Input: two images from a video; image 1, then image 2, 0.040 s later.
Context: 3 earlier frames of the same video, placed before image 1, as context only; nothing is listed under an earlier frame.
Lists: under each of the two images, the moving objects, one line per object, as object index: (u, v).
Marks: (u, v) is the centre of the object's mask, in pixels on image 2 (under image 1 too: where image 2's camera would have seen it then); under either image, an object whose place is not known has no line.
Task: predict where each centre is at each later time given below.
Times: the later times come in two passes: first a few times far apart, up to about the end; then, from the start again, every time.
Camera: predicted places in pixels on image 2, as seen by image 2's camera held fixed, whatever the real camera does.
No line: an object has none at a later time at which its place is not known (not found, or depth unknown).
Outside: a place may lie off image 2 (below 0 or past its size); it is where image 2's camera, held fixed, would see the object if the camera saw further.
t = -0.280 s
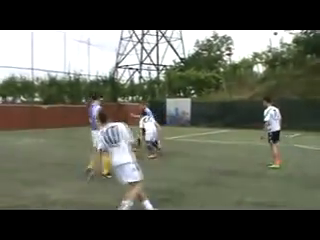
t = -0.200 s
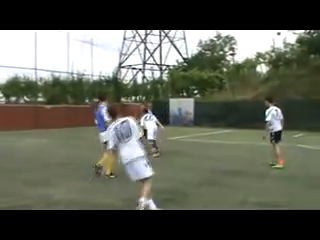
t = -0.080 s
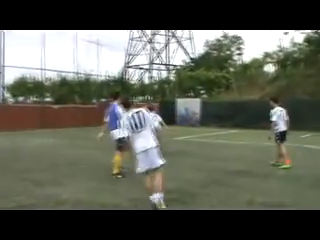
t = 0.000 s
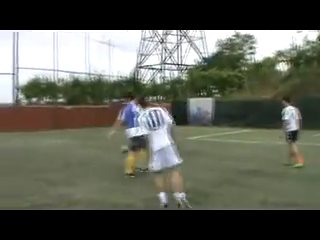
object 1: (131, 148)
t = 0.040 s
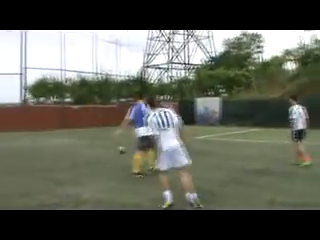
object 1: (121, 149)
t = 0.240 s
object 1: (67, 154)
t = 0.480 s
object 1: (1, 159)
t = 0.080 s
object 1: (110, 150)
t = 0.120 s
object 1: (99, 151)
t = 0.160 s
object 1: (88, 153)
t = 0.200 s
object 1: (77, 153)
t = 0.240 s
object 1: (67, 154)
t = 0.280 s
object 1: (56, 156)
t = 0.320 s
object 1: (43, 156)
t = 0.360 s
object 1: (33, 157)
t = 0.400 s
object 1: (23, 158)
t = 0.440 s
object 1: (11, 159)
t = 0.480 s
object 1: (1, 159)
